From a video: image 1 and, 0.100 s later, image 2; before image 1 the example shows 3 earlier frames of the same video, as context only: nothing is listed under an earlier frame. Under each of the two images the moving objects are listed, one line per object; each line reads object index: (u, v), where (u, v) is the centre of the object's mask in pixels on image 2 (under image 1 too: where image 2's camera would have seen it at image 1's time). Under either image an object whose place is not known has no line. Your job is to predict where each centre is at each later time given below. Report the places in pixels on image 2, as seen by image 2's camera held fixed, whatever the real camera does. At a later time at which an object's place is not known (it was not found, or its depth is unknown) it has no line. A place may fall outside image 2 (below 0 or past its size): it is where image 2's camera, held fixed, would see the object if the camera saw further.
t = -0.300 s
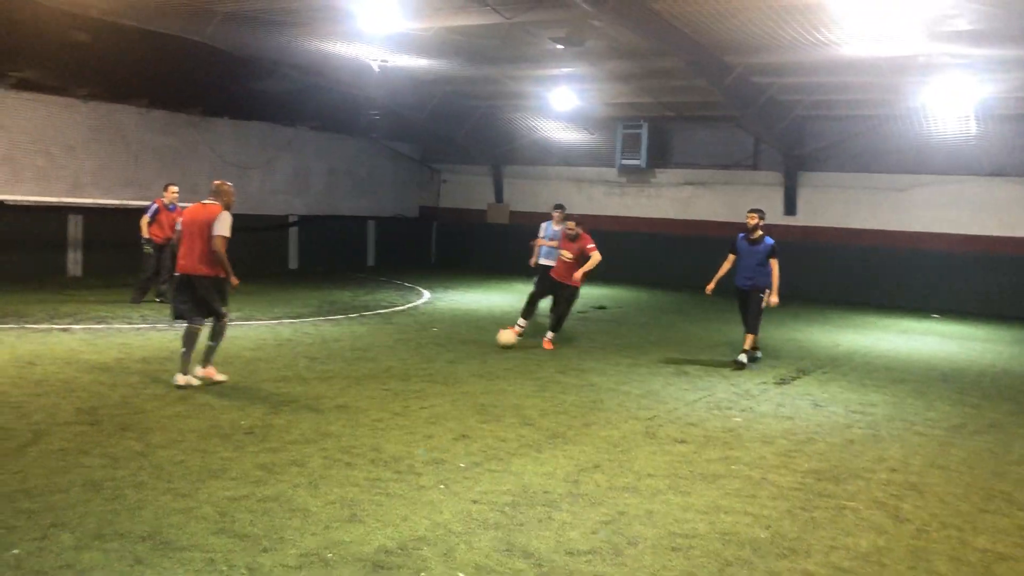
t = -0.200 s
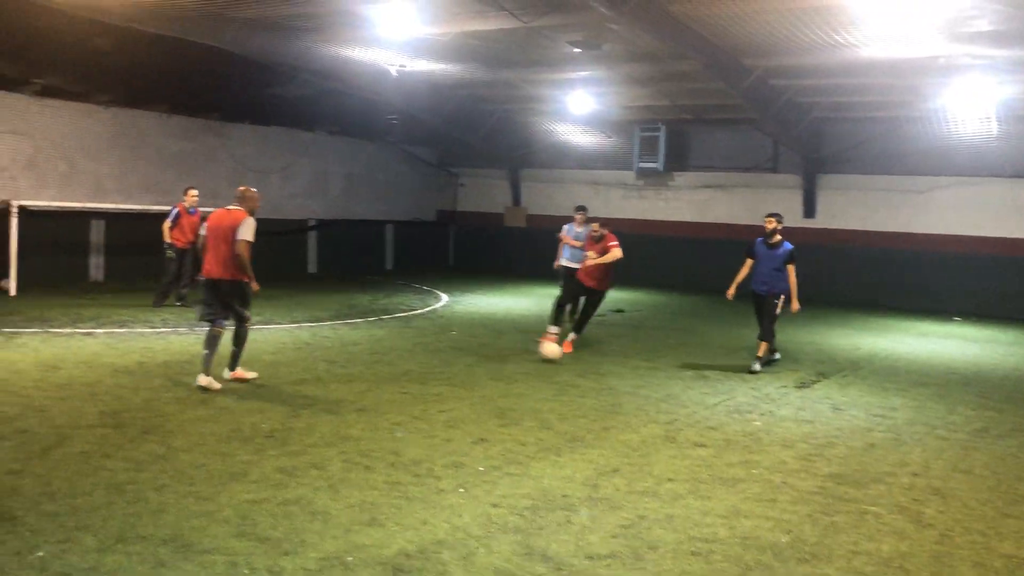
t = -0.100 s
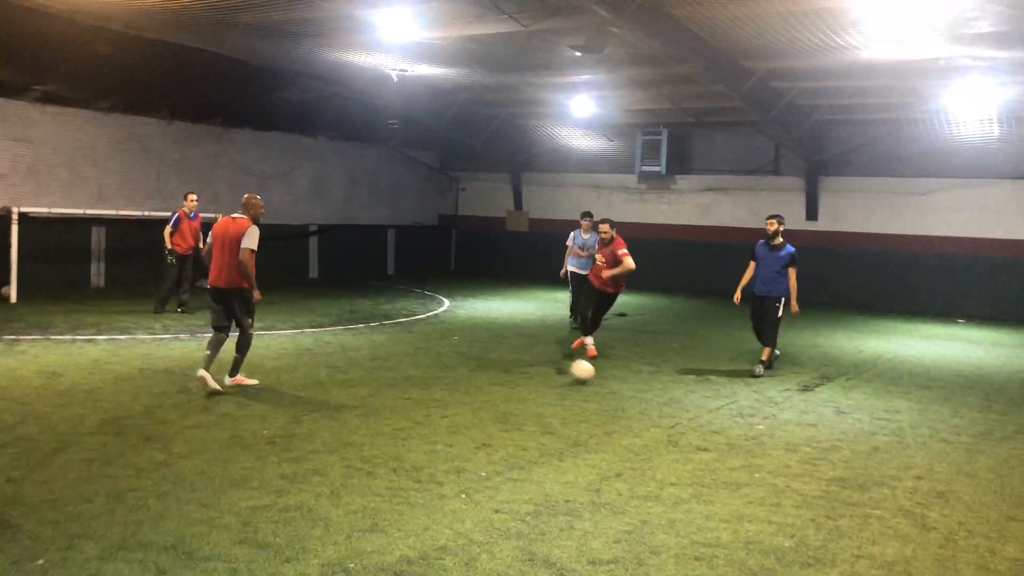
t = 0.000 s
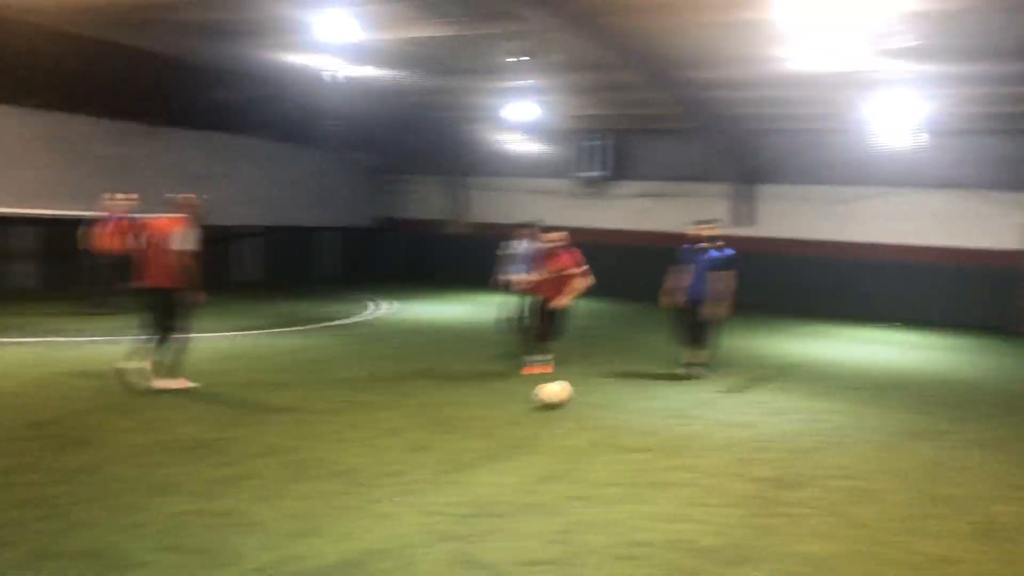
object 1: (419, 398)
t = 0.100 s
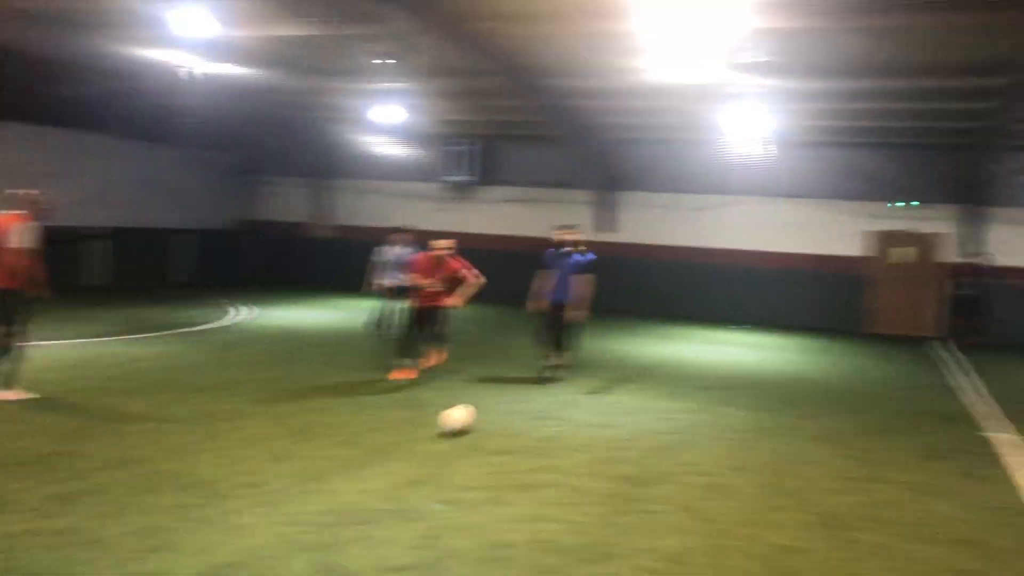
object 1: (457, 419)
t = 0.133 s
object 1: (471, 426)
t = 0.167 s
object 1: (485, 434)
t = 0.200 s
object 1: (500, 443)
